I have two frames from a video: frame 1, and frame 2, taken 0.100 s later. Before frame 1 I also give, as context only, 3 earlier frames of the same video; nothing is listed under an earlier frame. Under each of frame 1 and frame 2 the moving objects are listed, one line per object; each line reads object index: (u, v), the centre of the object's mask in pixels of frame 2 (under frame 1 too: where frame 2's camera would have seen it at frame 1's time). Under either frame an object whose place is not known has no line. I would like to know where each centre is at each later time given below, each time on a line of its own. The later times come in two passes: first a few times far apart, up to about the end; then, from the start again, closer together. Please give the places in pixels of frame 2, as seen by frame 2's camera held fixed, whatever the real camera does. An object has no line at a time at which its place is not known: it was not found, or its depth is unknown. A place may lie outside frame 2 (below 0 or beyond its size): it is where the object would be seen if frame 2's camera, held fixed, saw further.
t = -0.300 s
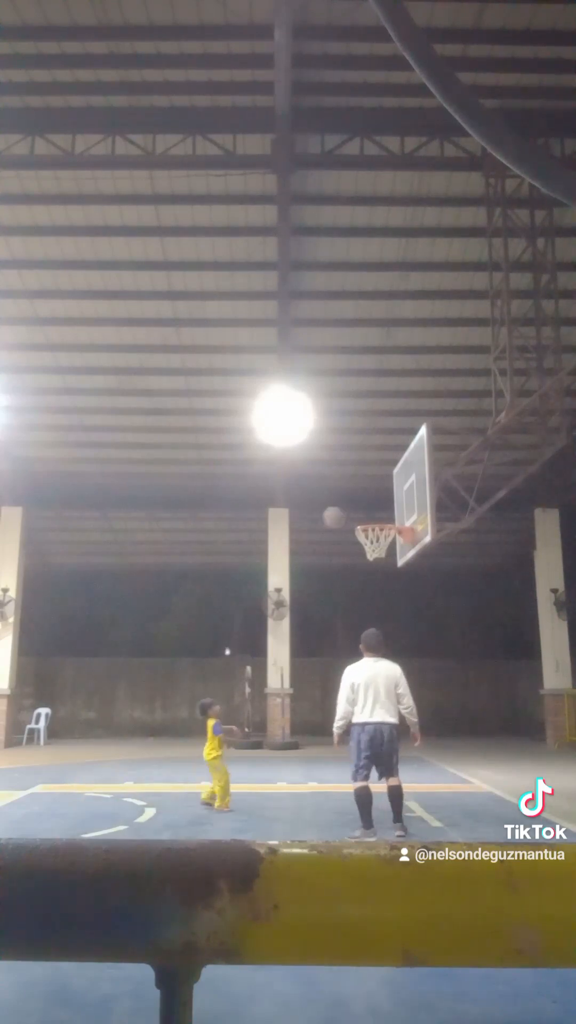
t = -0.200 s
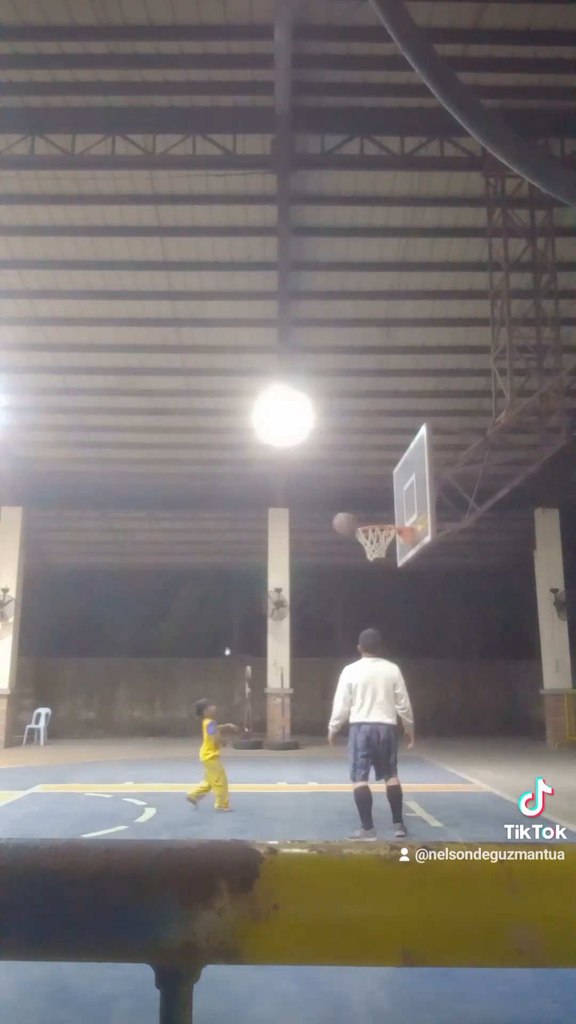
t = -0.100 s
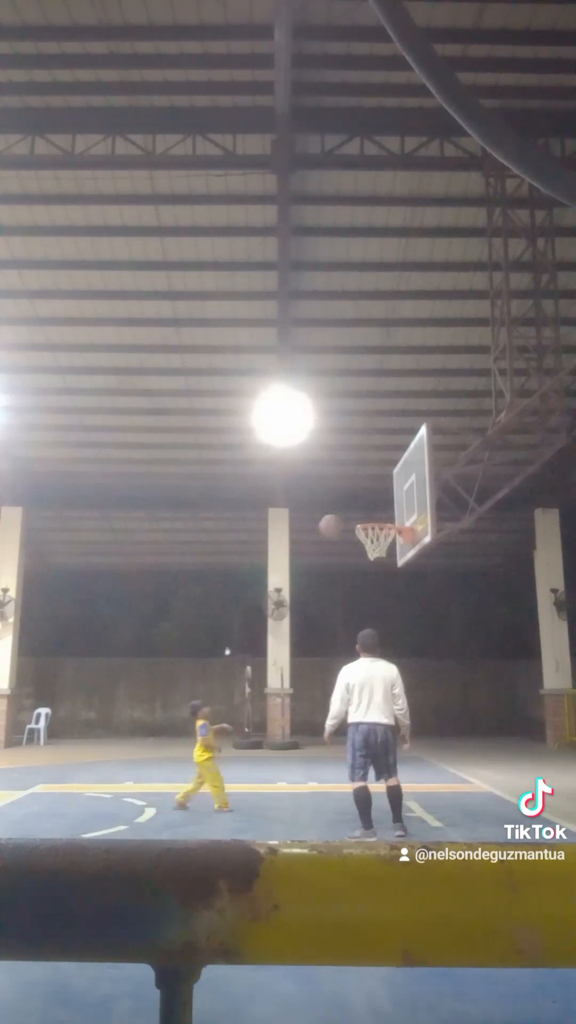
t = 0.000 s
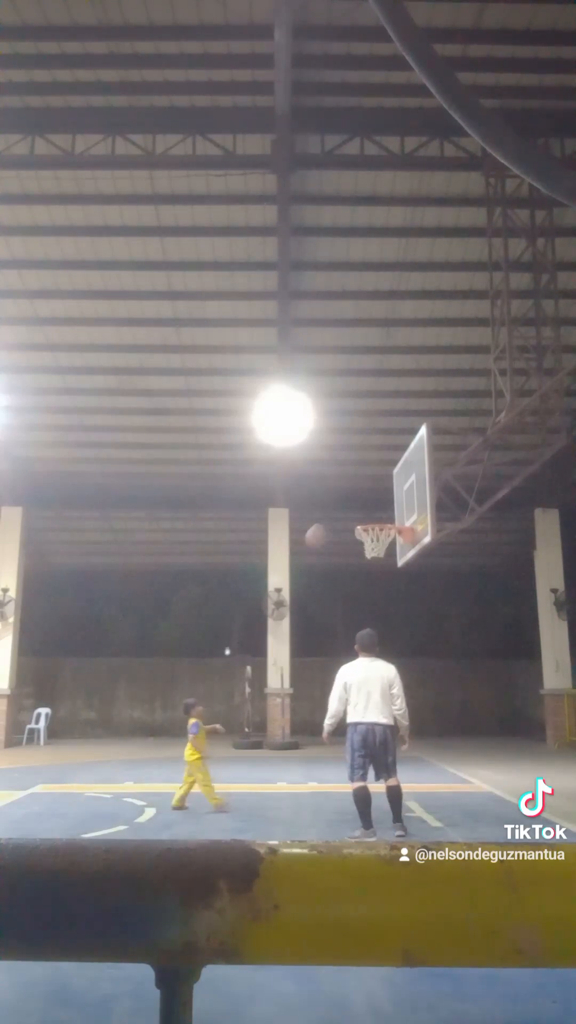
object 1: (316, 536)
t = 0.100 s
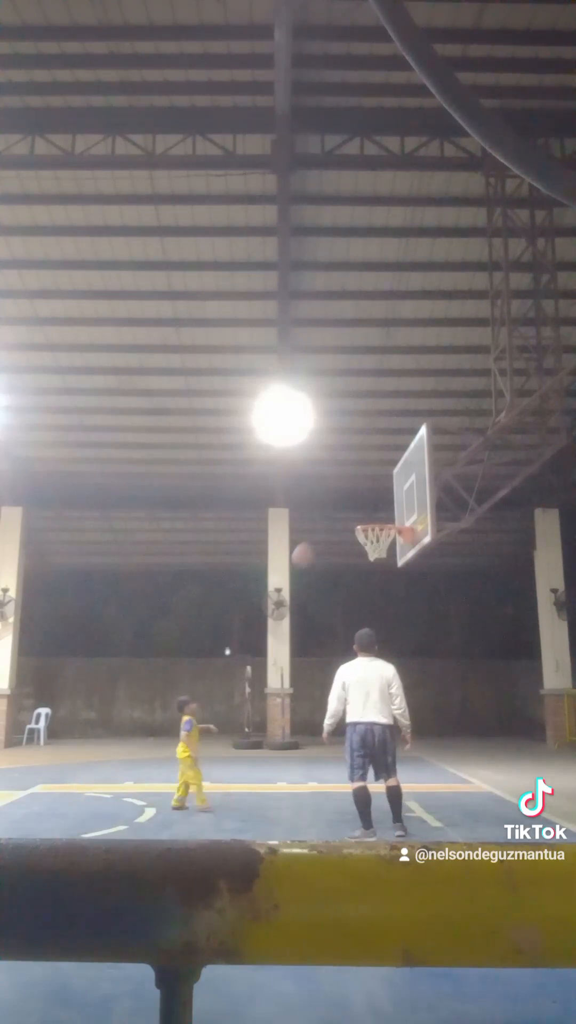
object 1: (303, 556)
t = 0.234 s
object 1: (283, 597)
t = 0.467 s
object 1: (251, 706)
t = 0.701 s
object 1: (222, 751)
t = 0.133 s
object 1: (298, 564)
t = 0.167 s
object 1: (296, 573)
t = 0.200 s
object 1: (292, 582)
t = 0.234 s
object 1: (283, 597)
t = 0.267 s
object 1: (278, 607)
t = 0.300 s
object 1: (276, 619)
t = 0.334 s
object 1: (271, 633)
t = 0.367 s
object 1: (264, 651)
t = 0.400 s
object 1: (260, 667)
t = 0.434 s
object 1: (255, 683)
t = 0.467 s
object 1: (251, 706)
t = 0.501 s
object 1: (246, 723)
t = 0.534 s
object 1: (241, 744)
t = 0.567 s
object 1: (237, 767)
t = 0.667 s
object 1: (226, 771)
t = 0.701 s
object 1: (222, 751)
